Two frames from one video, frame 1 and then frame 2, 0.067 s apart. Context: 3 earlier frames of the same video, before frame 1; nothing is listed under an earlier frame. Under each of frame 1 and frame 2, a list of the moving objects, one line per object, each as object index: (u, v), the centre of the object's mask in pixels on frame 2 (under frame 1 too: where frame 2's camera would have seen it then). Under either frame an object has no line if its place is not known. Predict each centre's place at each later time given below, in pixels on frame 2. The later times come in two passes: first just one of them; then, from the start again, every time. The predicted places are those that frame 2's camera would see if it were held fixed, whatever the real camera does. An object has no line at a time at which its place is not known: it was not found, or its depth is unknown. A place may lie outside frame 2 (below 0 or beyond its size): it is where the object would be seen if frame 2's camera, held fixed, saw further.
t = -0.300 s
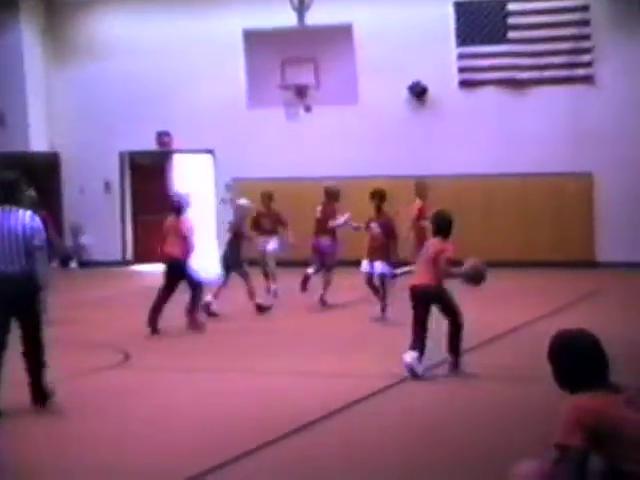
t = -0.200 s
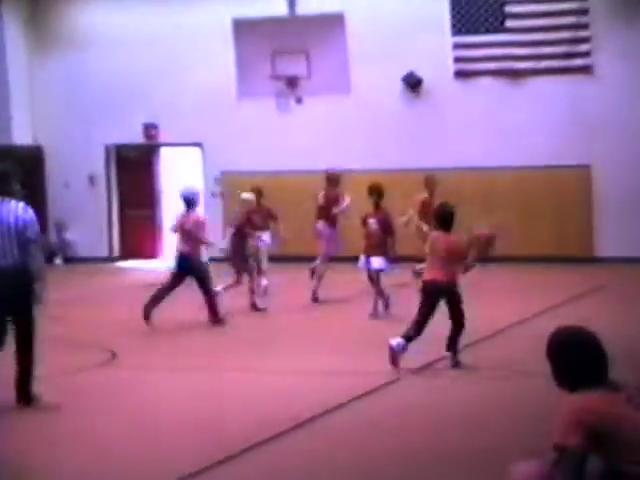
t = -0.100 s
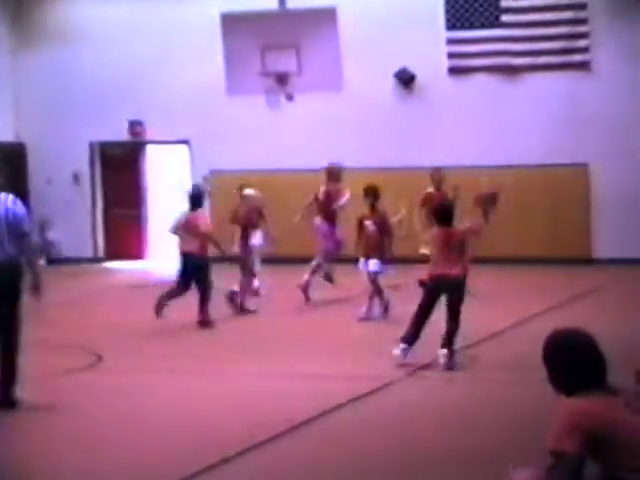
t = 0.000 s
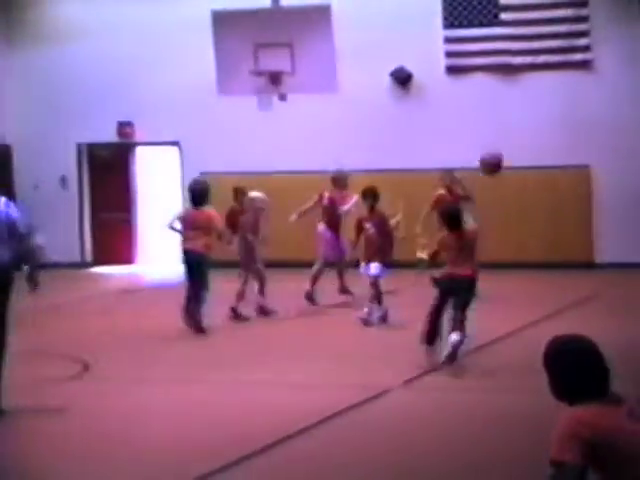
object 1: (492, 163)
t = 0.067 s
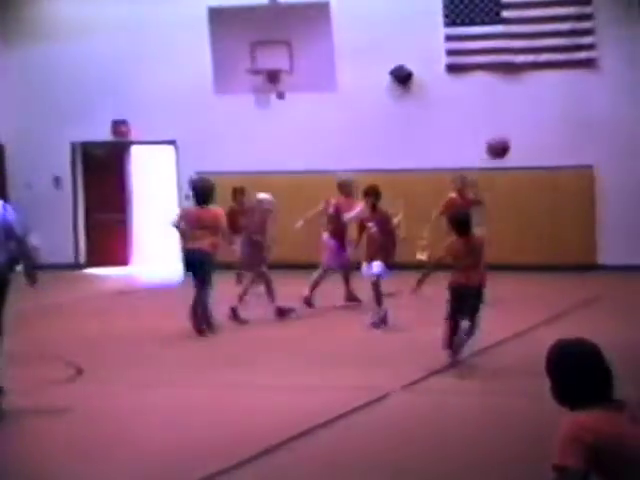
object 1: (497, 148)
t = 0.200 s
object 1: (507, 136)
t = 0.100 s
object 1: (500, 143)
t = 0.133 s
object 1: (502, 139)
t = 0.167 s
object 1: (504, 137)
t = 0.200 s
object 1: (507, 136)
